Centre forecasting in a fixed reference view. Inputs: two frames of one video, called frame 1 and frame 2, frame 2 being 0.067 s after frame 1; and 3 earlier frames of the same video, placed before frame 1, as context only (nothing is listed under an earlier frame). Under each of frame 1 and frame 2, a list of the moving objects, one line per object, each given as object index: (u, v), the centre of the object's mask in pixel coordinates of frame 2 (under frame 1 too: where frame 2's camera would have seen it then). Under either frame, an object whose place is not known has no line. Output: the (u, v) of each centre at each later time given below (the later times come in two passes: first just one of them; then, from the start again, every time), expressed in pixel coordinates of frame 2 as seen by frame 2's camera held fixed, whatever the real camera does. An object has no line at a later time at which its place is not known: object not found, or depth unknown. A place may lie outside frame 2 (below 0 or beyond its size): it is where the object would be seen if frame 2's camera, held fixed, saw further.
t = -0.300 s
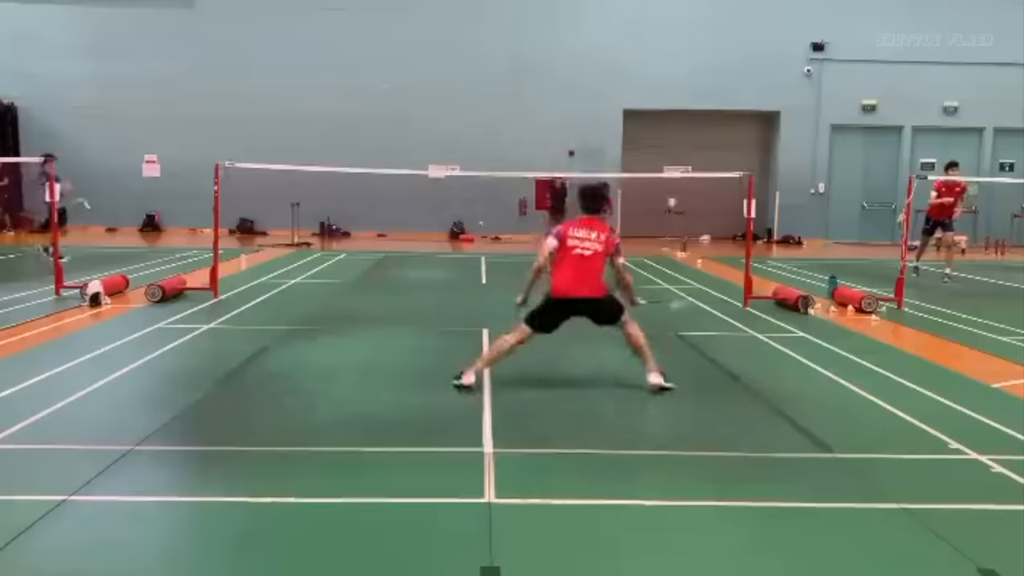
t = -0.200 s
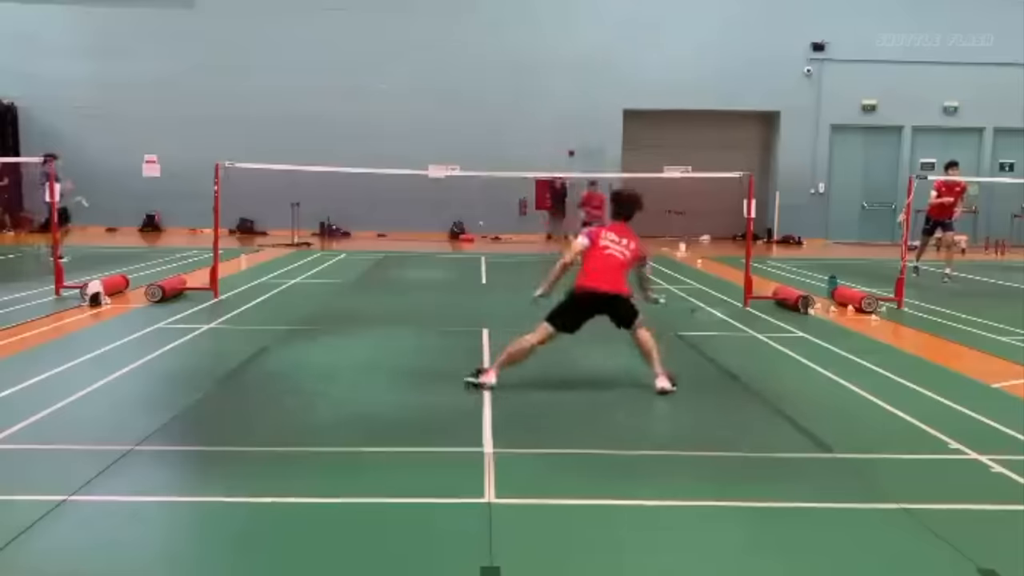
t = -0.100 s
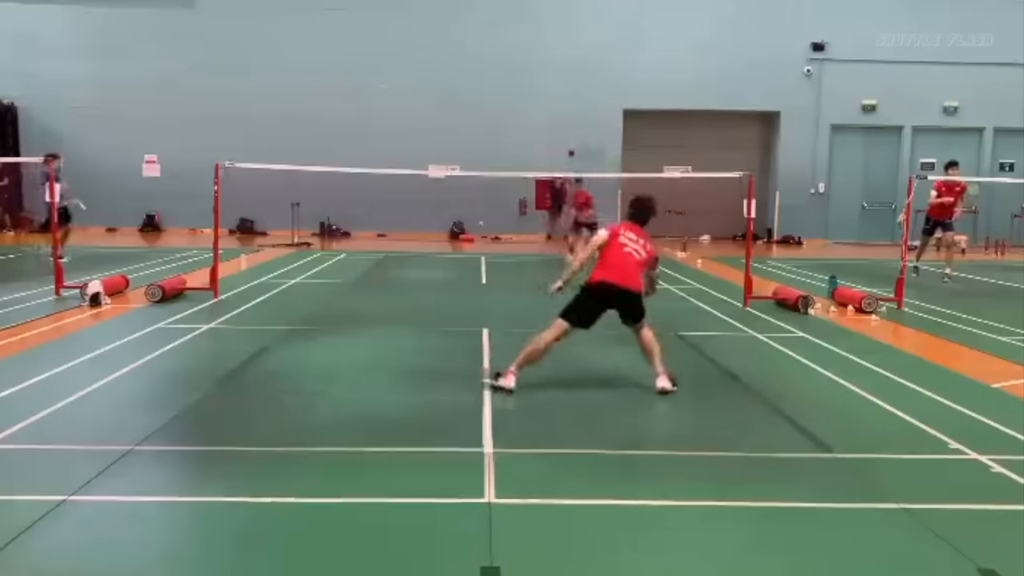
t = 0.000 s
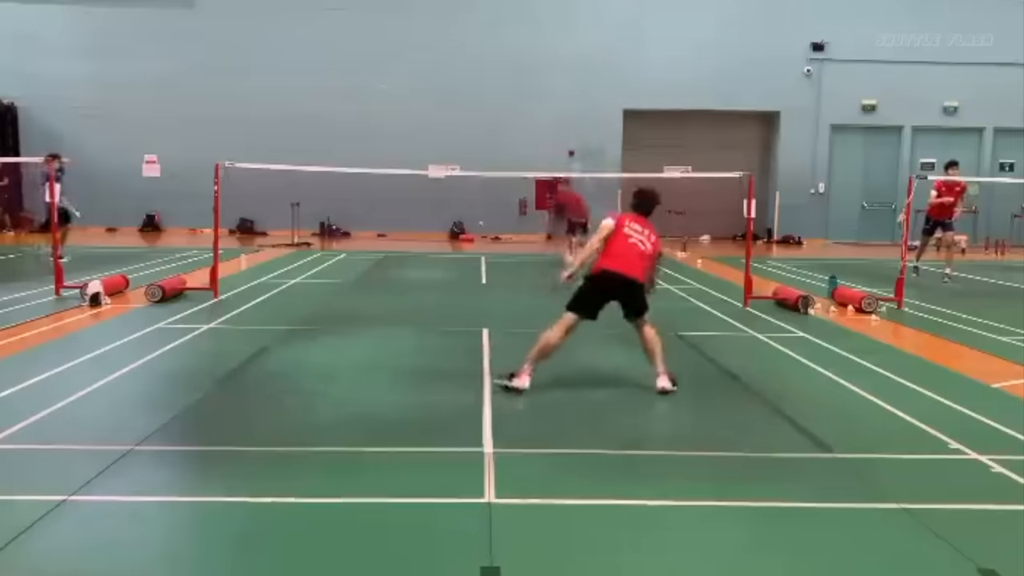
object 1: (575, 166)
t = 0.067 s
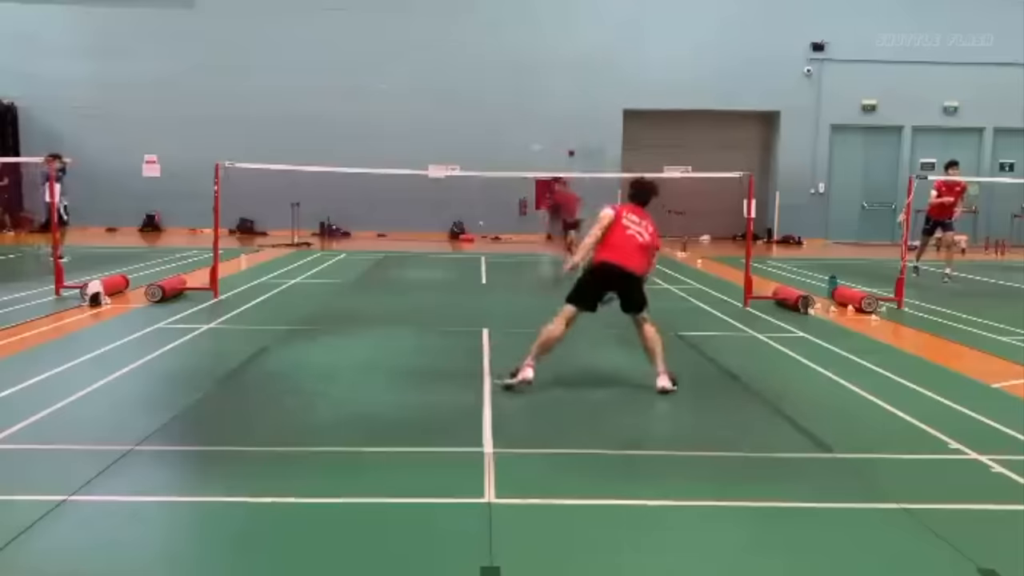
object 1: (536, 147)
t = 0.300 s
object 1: (457, 121)
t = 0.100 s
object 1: (521, 138)
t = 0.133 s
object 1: (508, 132)
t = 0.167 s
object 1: (498, 126)
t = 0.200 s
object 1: (486, 123)
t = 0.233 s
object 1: (476, 121)
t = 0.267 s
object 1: (466, 121)
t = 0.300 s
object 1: (457, 121)
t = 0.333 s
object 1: (448, 121)
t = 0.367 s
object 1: (441, 124)
